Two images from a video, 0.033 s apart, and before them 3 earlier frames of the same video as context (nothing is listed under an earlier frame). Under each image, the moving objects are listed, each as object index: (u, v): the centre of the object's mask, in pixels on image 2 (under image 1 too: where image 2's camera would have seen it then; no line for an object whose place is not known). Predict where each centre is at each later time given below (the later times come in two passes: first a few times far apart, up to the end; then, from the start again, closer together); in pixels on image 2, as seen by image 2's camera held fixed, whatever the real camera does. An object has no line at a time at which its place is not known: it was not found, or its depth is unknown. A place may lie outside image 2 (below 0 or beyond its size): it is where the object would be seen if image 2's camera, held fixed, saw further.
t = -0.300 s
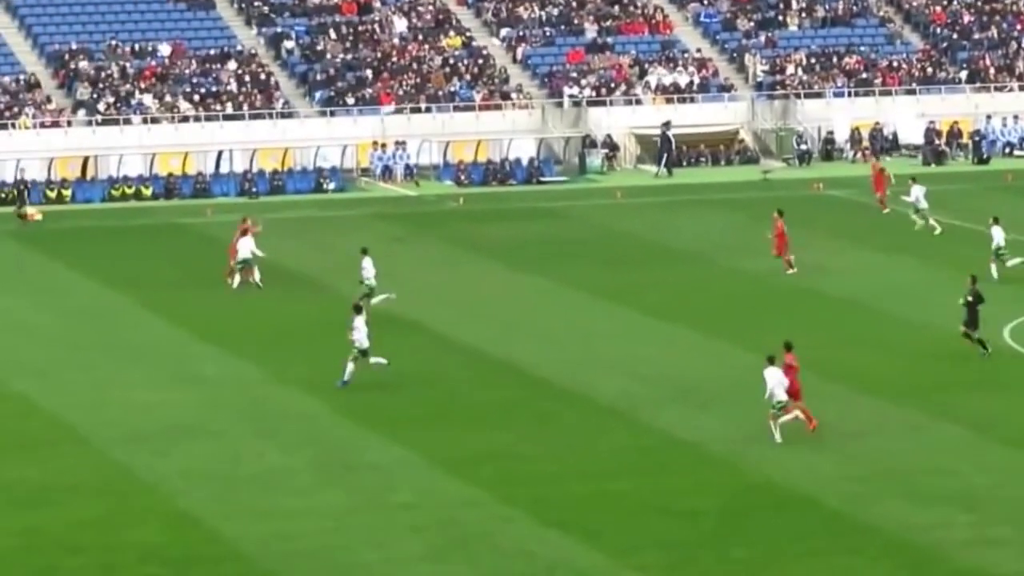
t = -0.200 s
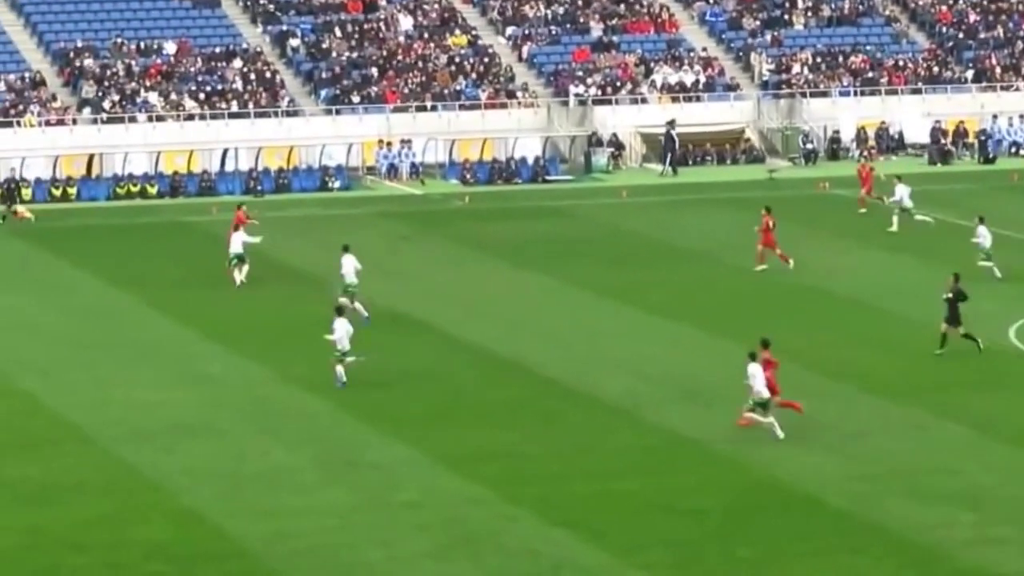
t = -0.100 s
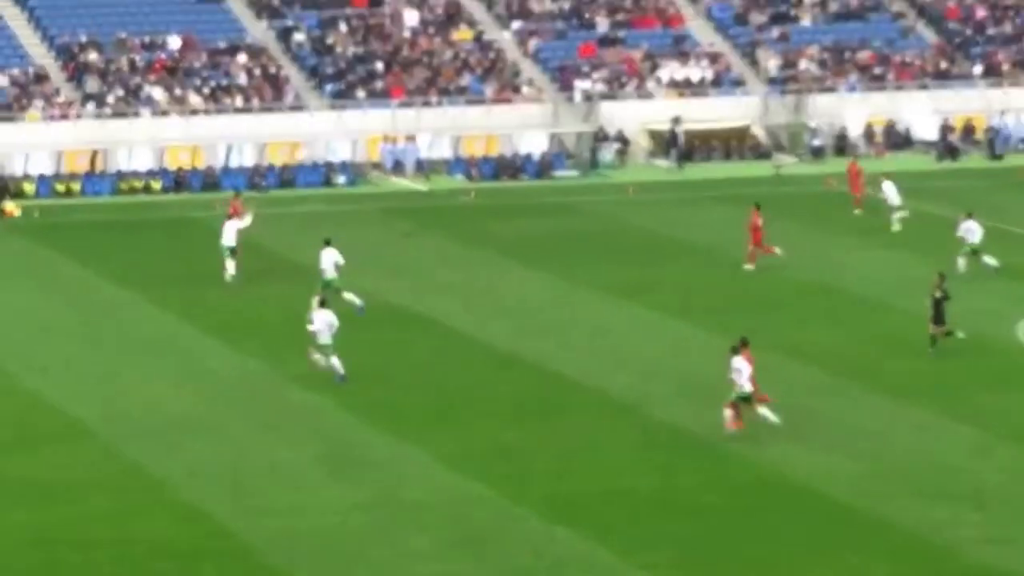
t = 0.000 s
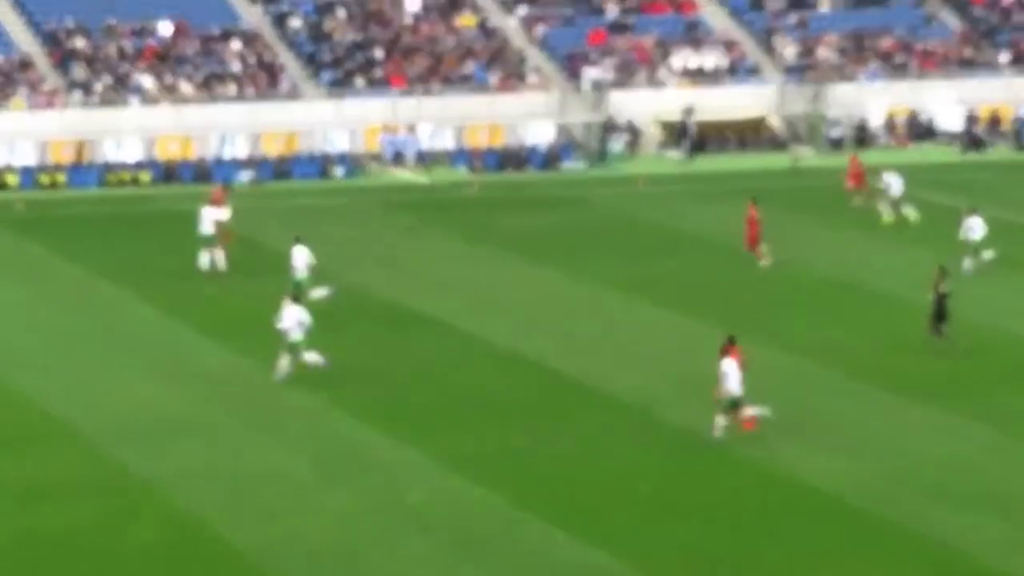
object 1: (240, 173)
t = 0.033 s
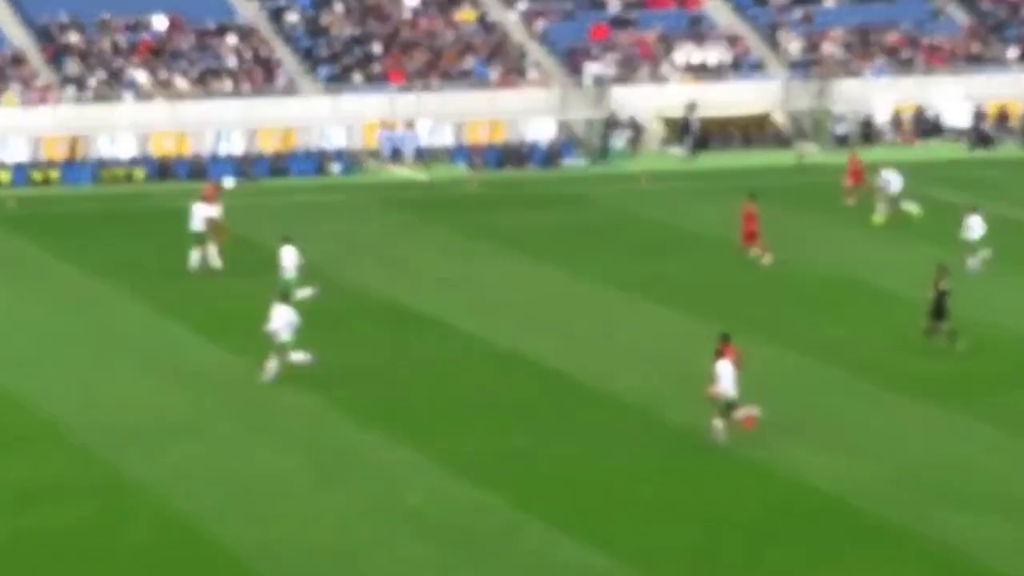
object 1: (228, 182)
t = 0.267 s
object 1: (293, 223)
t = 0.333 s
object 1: (312, 237)
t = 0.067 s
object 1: (234, 188)
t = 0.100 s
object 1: (243, 191)
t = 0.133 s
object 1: (253, 197)
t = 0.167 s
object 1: (264, 202)
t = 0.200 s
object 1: (274, 209)
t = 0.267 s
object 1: (293, 223)
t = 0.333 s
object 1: (312, 237)
